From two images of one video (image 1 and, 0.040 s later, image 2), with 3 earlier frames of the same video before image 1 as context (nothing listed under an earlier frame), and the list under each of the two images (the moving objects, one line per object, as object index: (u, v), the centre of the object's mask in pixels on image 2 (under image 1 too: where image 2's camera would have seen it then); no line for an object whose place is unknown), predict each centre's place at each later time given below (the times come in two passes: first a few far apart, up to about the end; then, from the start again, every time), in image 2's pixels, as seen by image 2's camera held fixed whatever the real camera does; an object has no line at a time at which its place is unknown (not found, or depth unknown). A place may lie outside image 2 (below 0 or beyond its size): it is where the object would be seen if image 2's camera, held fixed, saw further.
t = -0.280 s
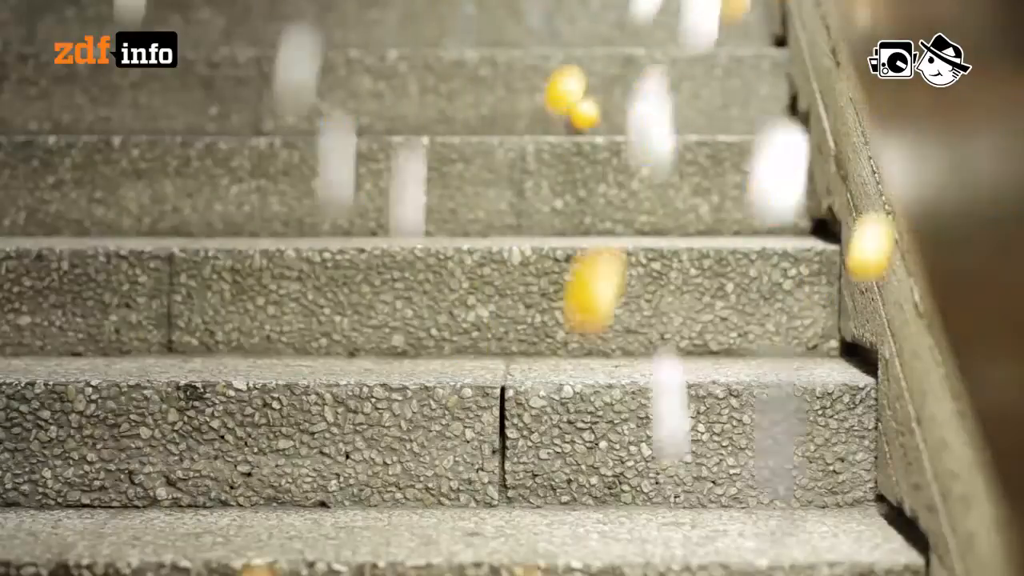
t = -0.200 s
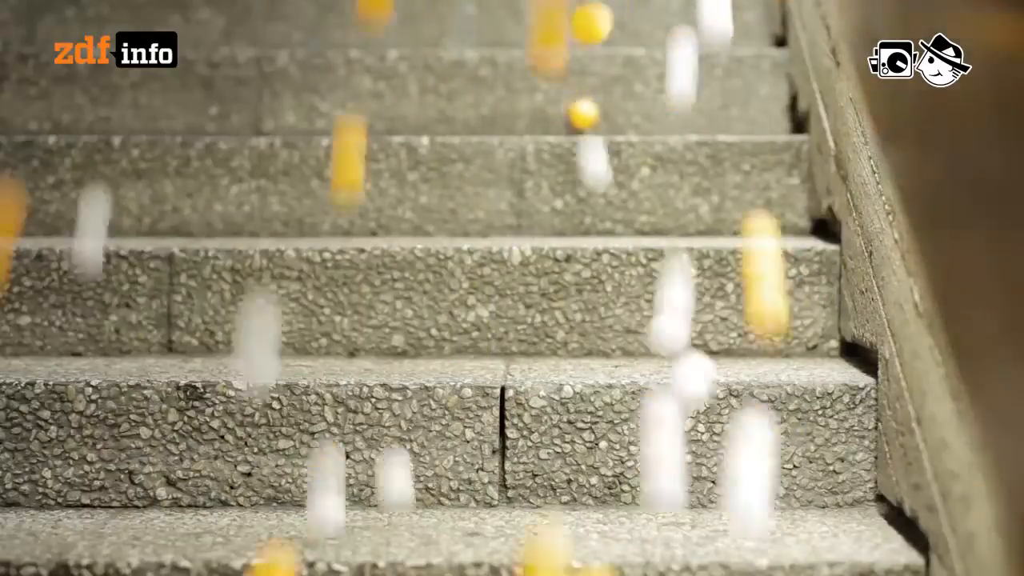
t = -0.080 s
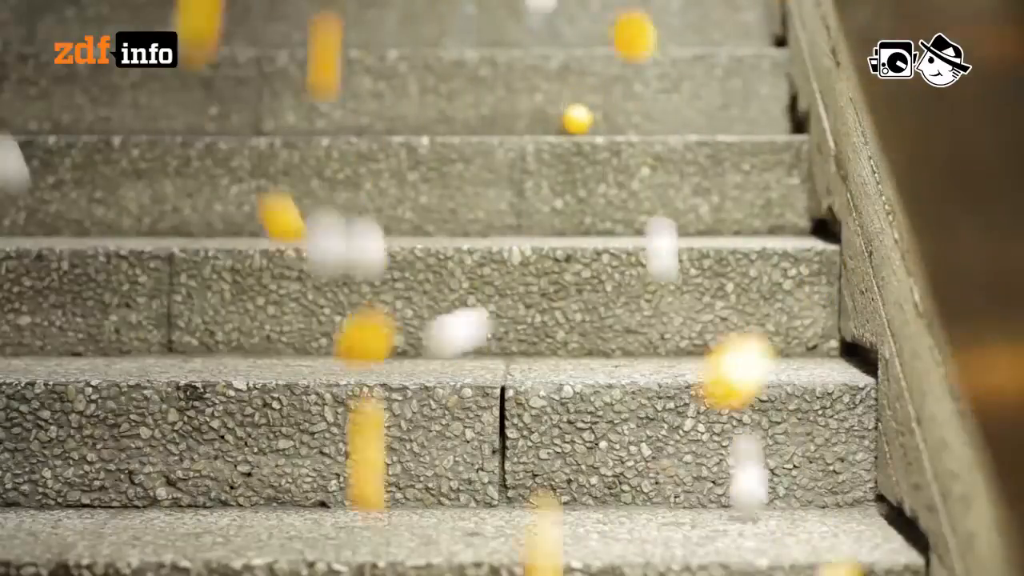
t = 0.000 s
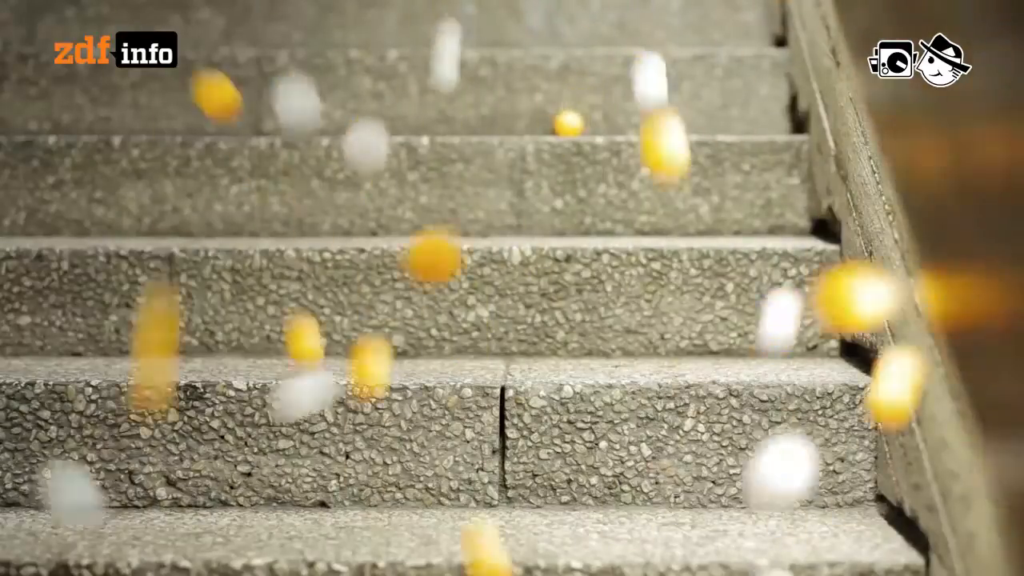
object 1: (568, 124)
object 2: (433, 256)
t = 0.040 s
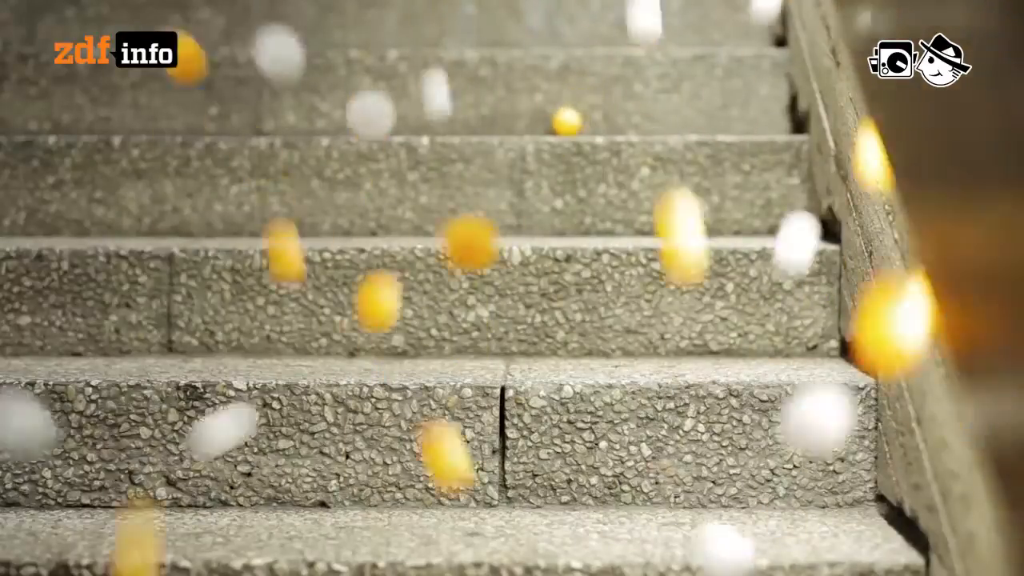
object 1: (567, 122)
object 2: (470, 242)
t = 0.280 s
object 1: (542, 124)
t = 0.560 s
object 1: (518, 124)
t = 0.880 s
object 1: (503, 124)
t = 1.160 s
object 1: (494, 124)
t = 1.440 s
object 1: (480, 124)
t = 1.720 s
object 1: (466, 124)
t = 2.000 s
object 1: (452, 124)
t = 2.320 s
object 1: (433, 124)
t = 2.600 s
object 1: (420, 124)
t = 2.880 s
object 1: (414, 125)
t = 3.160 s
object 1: (408, 125)
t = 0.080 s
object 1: (564, 124)
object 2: (509, 249)
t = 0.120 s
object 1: (560, 124)
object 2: (549, 281)
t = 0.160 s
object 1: (555, 123)
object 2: (591, 334)
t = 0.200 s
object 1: (551, 124)
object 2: (639, 431)
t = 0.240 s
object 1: (546, 124)
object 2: (684, 544)
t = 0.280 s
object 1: (542, 124)
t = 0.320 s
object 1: (538, 124)
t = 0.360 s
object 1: (534, 124)
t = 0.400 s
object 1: (530, 124)
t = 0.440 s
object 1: (527, 124)
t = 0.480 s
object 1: (524, 124)
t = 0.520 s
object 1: (521, 124)
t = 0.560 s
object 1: (518, 124)
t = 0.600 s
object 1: (516, 124)
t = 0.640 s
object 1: (514, 124)
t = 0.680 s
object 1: (512, 124)
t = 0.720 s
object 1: (510, 124)
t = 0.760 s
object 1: (508, 124)
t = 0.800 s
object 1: (506, 124)
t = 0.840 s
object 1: (505, 124)
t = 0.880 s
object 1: (503, 124)
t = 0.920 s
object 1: (502, 124)
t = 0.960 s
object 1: (501, 124)
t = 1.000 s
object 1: (500, 124)
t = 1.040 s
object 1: (499, 124)
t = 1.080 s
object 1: (498, 124)
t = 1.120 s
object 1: (497, 124)
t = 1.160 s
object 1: (494, 124)
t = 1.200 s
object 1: (491, 125)
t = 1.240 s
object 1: (489, 124)
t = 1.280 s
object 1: (486, 124)
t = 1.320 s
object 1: (484, 124)
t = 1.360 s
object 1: (483, 124)
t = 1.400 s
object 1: (482, 124)
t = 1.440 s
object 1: (480, 124)
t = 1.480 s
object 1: (479, 124)
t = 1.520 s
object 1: (478, 124)
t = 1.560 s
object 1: (475, 124)
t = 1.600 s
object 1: (473, 124)
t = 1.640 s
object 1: (471, 124)
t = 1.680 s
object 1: (468, 124)
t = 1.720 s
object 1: (466, 124)
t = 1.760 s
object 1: (464, 124)
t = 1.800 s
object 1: (462, 124)
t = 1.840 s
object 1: (461, 124)
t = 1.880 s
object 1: (458, 124)
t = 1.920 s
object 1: (457, 124)
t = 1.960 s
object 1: (454, 124)
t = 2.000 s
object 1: (452, 124)
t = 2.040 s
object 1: (449, 124)
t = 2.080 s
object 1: (446, 124)
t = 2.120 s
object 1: (444, 124)
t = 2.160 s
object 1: (442, 124)
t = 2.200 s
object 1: (439, 124)
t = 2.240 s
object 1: (438, 124)
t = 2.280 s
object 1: (436, 124)
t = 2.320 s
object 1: (433, 124)
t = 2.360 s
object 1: (431, 124)
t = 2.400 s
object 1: (430, 124)
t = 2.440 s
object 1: (427, 124)
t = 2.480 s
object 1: (425, 124)
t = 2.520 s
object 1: (423, 124)
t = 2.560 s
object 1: (422, 125)
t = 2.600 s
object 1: (420, 124)
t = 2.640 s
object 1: (419, 124)
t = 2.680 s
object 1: (418, 125)
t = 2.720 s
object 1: (417, 124)
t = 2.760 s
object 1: (415, 124)
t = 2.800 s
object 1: (415, 124)
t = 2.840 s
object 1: (414, 124)
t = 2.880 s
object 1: (414, 125)
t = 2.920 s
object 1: (413, 125)
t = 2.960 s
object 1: (413, 125)
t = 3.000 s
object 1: (411, 124)
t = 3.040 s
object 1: (410, 124)
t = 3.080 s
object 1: (409, 124)
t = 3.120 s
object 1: (408, 125)
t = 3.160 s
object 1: (408, 125)
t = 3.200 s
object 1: (410, 125)
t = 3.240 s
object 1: (412, 124)
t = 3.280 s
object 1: (413, 125)
